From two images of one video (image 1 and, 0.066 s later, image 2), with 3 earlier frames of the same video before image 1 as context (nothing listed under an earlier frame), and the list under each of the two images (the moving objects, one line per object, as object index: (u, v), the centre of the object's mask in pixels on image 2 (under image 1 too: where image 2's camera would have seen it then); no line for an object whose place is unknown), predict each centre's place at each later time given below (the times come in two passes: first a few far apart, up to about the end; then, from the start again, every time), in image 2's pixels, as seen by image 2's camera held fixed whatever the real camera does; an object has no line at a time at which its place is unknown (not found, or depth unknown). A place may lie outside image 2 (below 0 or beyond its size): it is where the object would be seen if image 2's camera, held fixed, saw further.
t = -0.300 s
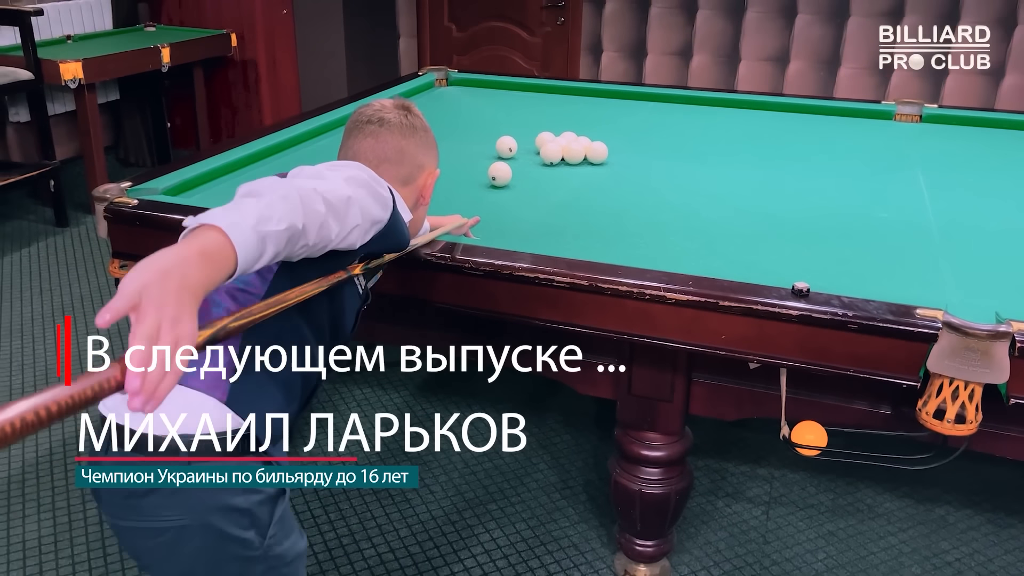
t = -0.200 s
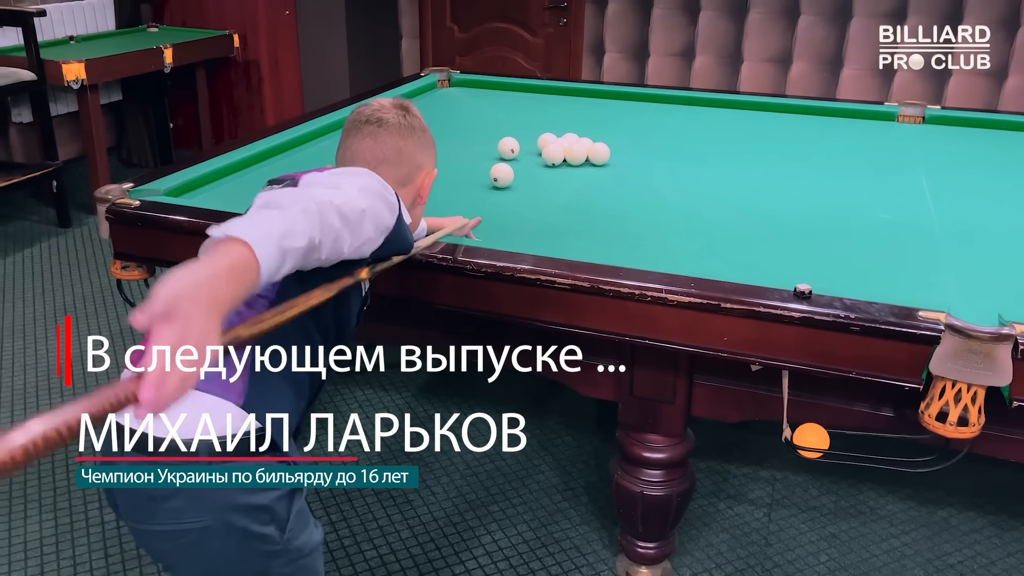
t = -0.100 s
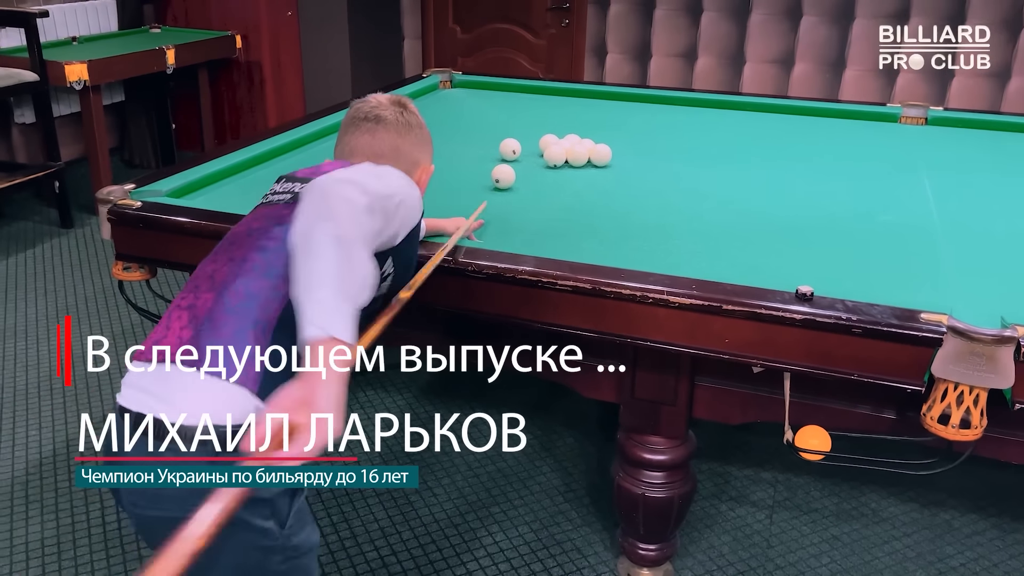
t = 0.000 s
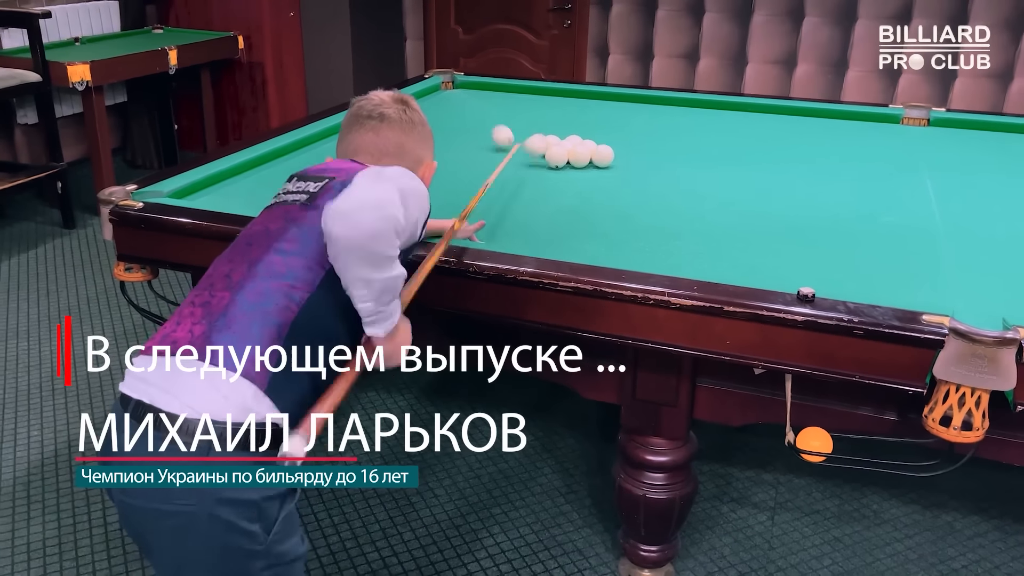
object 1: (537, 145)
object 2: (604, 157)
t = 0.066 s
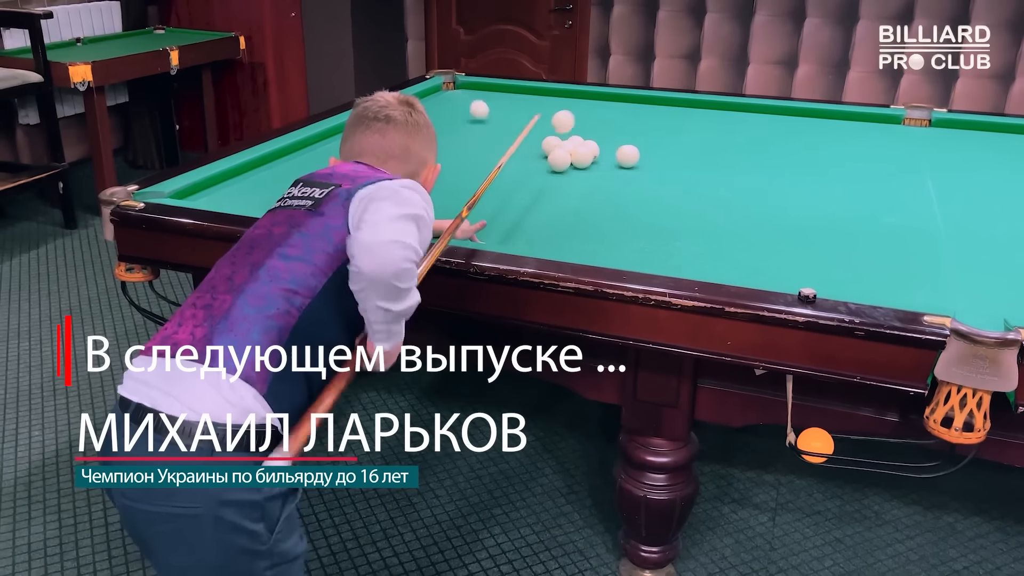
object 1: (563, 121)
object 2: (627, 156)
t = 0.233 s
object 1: (617, 122)
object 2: (677, 155)
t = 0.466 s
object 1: (675, 99)
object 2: (741, 154)
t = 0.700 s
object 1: (691, 98)
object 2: (803, 153)
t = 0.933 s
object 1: (704, 139)
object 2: (863, 152)
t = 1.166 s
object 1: (724, 172)
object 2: (921, 151)
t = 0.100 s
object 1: (575, 114)
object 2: (638, 156)
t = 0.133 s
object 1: (586, 111)
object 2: (648, 156)
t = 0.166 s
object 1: (597, 111)
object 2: (658, 155)
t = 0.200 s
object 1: (607, 115)
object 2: (667, 155)
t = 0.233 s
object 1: (617, 122)
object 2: (677, 155)
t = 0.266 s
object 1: (627, 118)
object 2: (686, 155)
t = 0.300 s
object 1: (636, 110)
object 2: (695, 155)
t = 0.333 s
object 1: (644, 104)
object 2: (704, 155)
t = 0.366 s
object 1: (653, 103)
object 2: (714, 155)
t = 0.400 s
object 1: (660, 104)
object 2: (723, 154)
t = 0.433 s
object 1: (668, 105)
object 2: (732, 154)
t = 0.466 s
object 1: (675, 99)
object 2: (741, 154)
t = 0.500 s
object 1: (681, 95)
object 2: (750, 154)
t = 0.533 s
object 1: (683, 88)
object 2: (759, 154)
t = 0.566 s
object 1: (685, 84)
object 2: (768, 154)
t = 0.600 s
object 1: (687, 83)
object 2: (777, 154)
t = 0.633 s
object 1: (689, 85)
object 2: (785, 153)
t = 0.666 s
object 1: (690, 90)
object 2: (794, 153)
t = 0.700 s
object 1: (691, 98)
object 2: (803, 153)
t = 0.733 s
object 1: (692, 110)
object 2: (811, 153)
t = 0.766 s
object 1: (693, 127)
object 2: (820, 153)
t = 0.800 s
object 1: (696, 123)
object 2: (829, 152)
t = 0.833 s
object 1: (698, 122)
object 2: (838, 152)
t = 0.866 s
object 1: (701, 124)
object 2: (846, 152)
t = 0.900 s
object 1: (703, 130)
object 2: (854, 152)
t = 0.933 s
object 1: (704, 139)
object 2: (863, 152)
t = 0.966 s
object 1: (707, 148)
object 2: (871, 152)
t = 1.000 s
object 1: (710, 148)
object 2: (880, 152)
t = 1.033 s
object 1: (712, 152)
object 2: (888, 152)
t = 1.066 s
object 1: (715, 160)
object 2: (897, 151)
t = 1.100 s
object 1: (718, 163)
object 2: (905, 151)
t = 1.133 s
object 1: (721, 168)
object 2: (913, 151)
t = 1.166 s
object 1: (724, 172)
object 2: (921, 151)
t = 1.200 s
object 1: (727, 176)
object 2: (930, 151)
